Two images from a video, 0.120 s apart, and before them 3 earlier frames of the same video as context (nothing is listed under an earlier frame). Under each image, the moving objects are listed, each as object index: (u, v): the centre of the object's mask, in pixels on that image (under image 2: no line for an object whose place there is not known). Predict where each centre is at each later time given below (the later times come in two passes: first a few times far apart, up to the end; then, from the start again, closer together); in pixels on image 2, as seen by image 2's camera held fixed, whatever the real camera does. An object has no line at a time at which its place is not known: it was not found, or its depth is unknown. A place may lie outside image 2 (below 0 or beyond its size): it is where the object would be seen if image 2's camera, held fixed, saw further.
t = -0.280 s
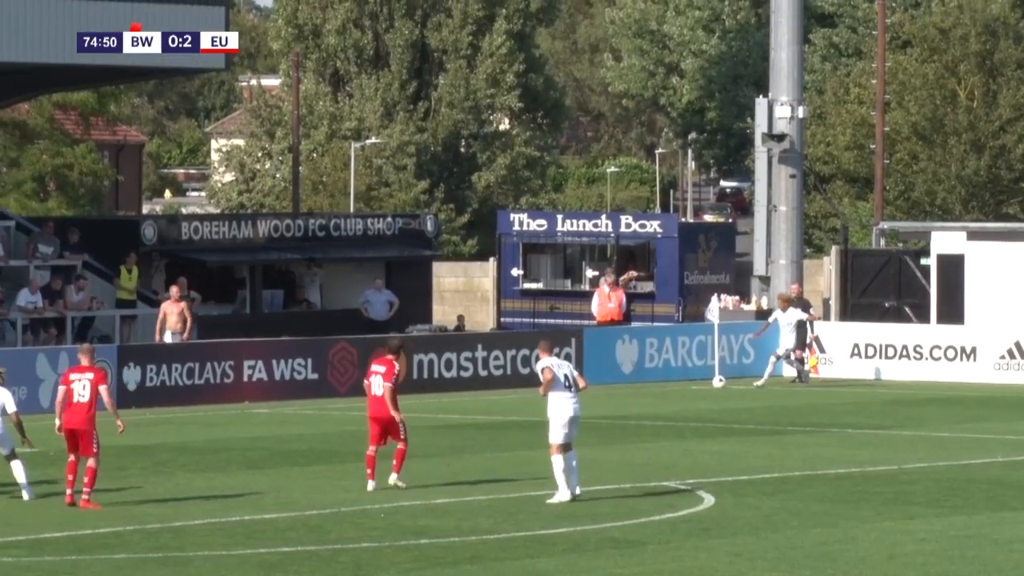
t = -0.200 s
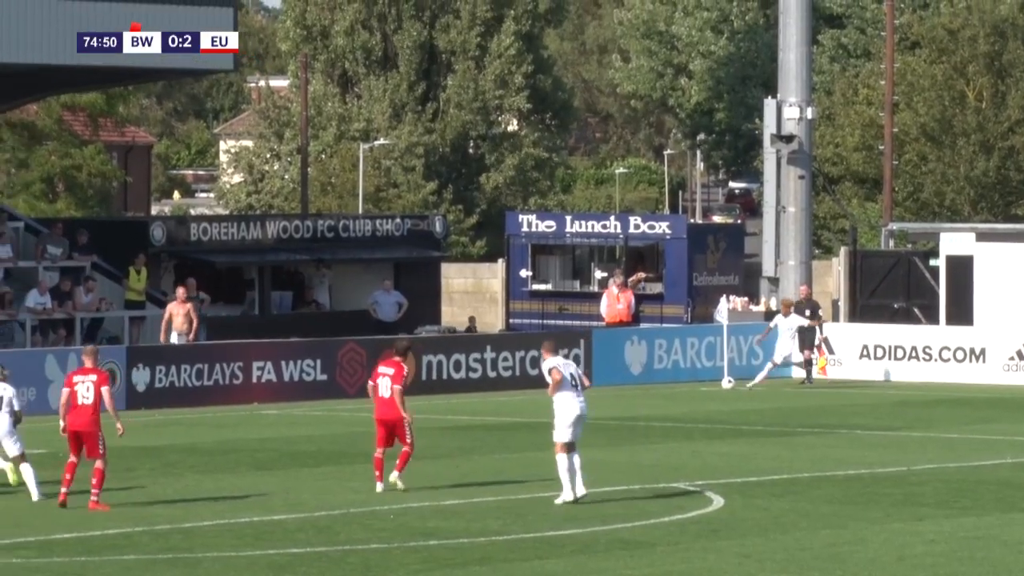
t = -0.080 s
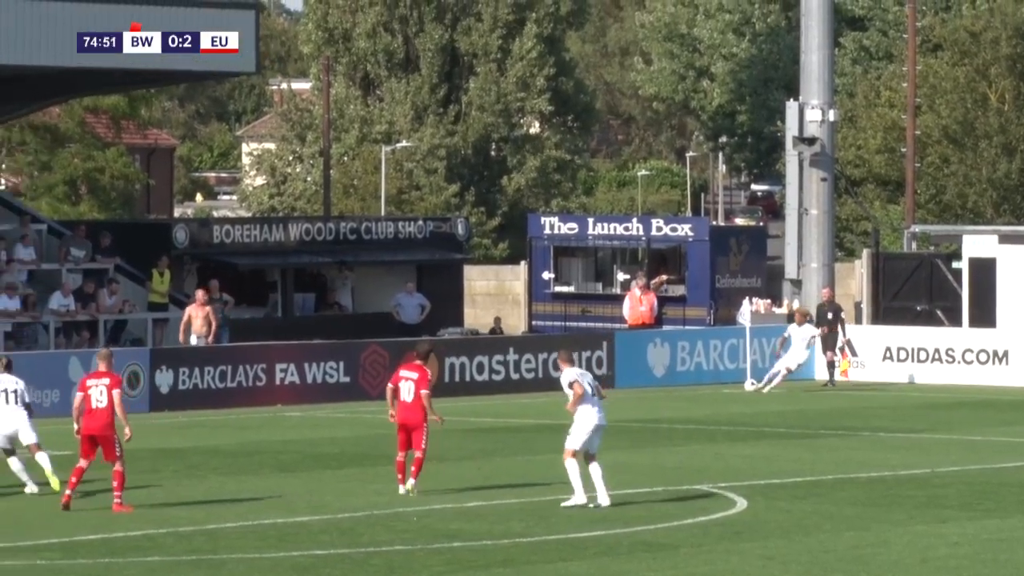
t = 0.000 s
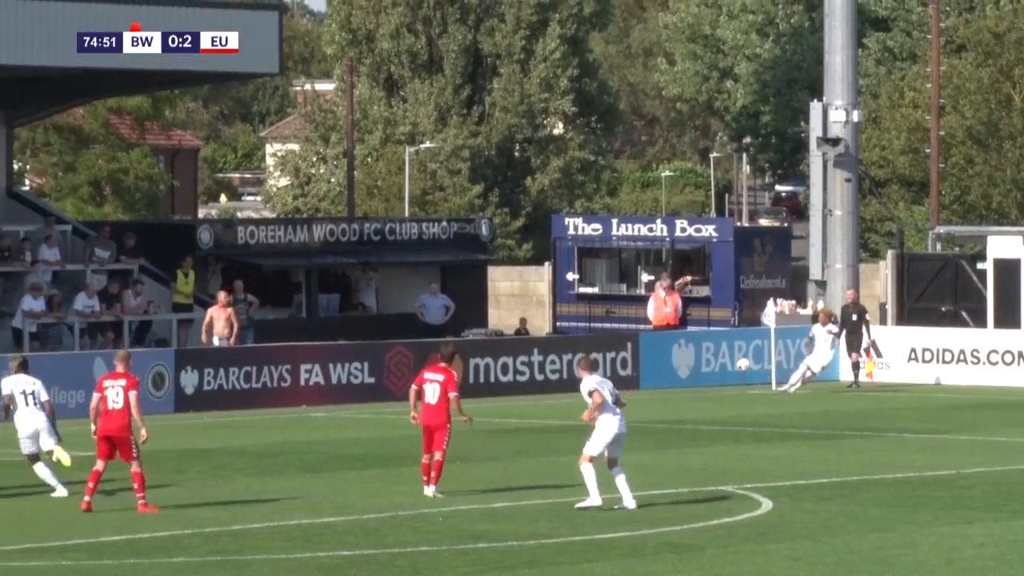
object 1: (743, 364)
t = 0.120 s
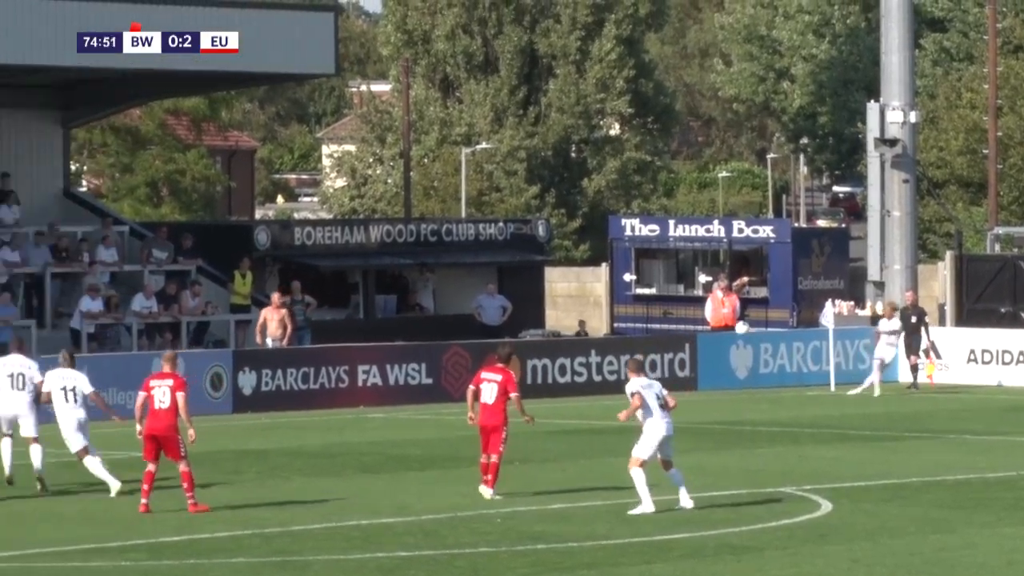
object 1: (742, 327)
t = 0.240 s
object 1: (681, 291)
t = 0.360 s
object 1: (620, 258)
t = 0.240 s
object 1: (681, 291)
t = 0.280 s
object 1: (661, 279)
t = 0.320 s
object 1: (640, 268)
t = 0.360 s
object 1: (620, 258)
